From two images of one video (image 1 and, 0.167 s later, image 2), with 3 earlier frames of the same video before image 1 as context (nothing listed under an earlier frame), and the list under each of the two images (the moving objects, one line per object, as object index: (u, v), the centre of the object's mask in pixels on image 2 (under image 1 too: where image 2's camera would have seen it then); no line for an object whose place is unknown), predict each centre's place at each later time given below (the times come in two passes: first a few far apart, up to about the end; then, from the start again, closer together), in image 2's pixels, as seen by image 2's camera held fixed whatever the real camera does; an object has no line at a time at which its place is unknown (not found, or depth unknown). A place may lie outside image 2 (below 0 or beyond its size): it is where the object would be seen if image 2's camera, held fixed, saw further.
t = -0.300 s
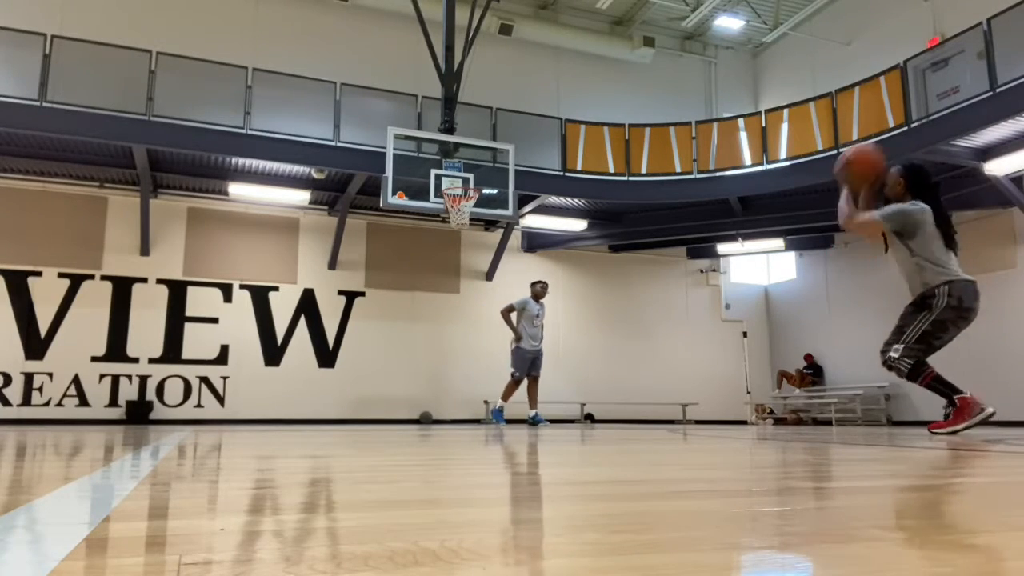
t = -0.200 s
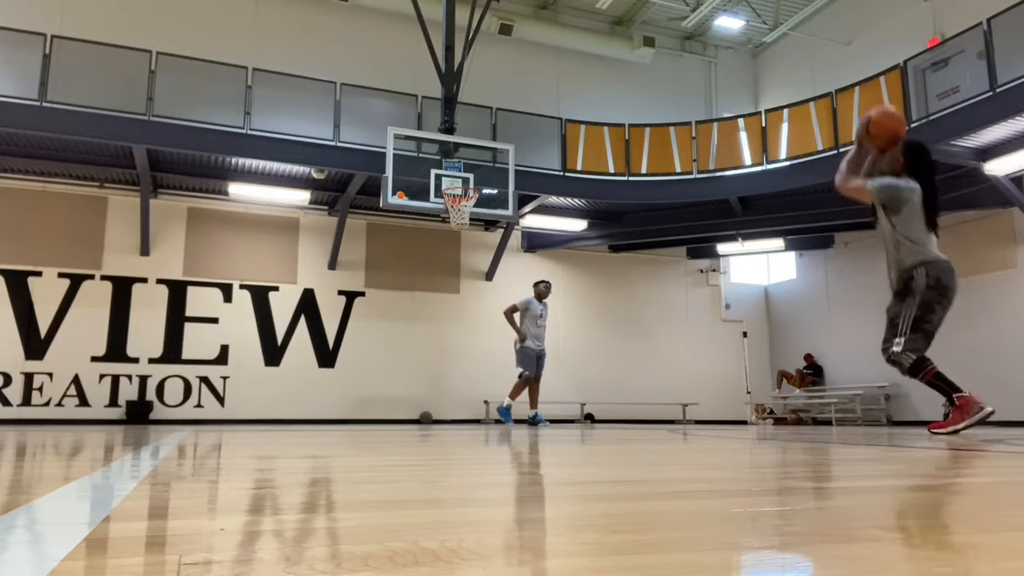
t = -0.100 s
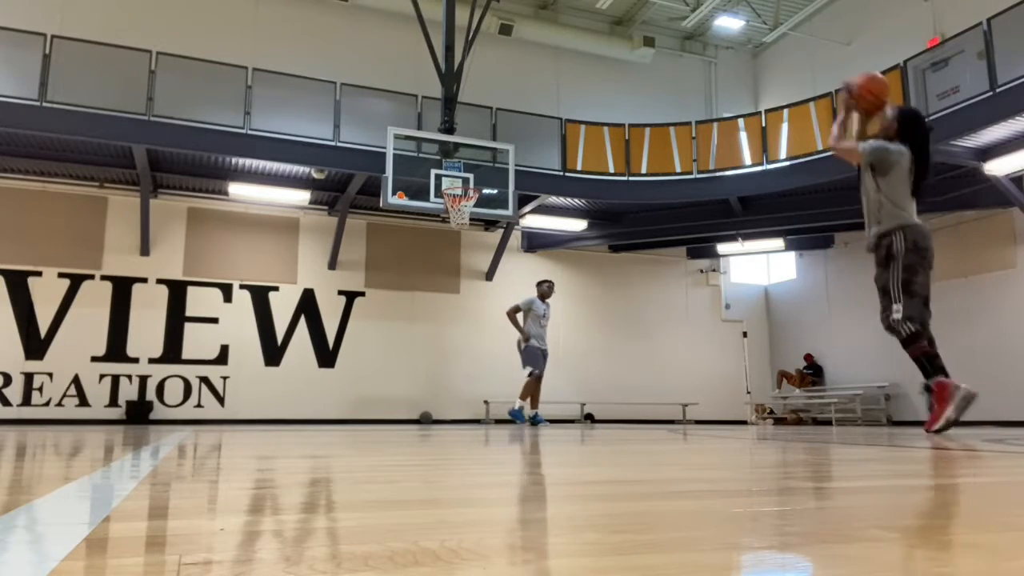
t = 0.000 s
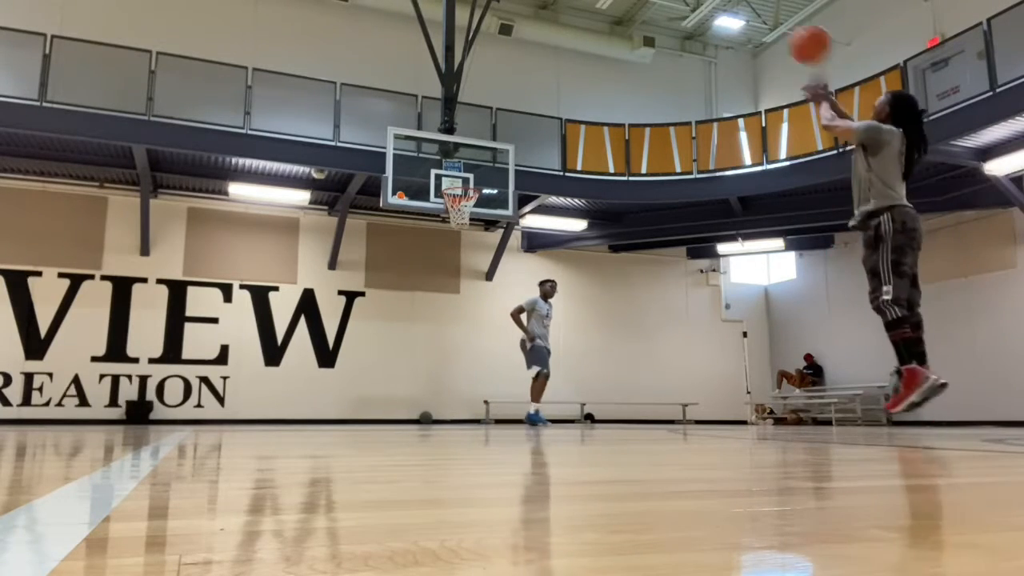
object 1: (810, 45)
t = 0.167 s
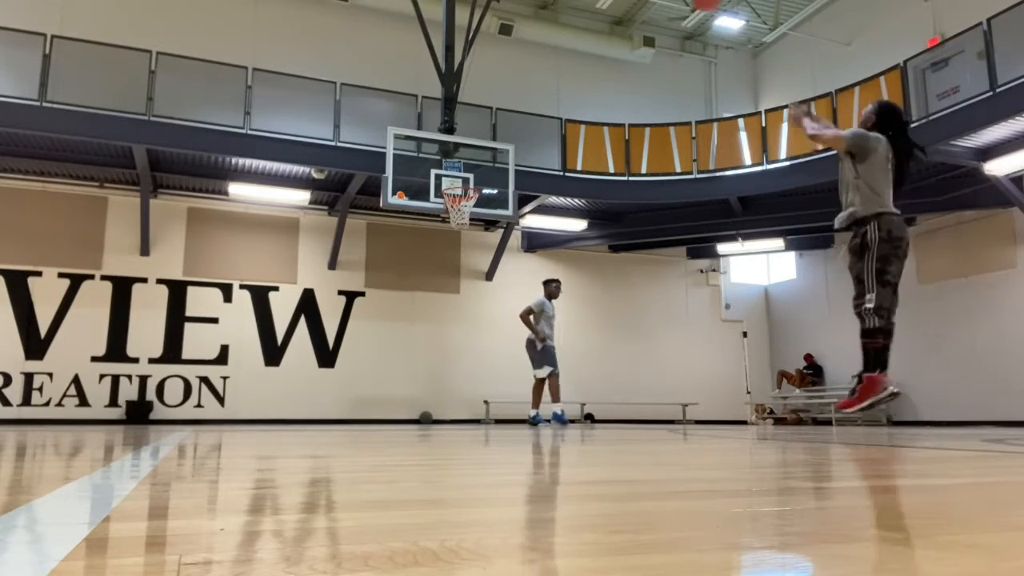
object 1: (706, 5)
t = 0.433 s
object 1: (600, 4)
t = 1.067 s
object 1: (466, 182)
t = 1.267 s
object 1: (459, 208)
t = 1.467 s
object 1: (463, 210)
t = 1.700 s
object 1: (461, 229)
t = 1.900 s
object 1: (451, 263)
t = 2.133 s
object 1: (440, 336)
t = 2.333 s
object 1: (431, 409)
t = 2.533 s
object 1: (422, 342)
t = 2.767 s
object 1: (412, 304)
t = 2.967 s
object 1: (402, 303)
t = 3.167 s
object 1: (393, 327)
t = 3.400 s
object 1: (381, 390)
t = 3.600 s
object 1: (374, 381)
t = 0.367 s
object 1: (622, 1)
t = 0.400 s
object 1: (611, 3)
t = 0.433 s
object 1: (600, 4)
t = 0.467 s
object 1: (590, 6)
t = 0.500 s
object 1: (580, 8)
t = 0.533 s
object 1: (571, 12)
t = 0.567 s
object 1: (562, 18)
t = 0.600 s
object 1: (553, 25)
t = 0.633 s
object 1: (545, 33)
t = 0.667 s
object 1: (538, 42)
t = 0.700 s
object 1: (531, 51)
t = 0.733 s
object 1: (524, 61)
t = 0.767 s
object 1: (517, 71)
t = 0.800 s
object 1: (510, 82)
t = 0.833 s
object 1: (504, 92)
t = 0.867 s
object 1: (498, 104)
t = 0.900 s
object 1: (492, 117)
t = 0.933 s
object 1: (487, 129)
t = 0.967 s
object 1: (481, 142)
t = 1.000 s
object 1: (476, 155)
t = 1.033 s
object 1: (471, 168)
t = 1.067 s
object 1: (466, 182)
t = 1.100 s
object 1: (461, 196)
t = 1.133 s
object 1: (456, 201)
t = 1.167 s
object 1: (454, 200)
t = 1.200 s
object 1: (455, 199)
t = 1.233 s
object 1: (456, 209)
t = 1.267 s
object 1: (459, 208)
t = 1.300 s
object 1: (458, 207)
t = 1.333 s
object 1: (459, 208)
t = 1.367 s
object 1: (460, 208)
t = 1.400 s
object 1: (461, 208)
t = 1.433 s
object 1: (463, 209)
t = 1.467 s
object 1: (463, 210)
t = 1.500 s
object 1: (464, 210)
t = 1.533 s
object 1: (464, 214)
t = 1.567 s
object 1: (464, 217)
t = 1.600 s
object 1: (463, 220)
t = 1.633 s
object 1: (463, 224)
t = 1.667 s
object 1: (462, 227)
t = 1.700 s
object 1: (461, 229)
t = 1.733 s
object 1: (458, 231)
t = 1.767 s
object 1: (457, 236)
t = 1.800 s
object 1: (456, 241)
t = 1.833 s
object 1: (454, 247)
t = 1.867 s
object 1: (453, 254)
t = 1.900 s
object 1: (451, 263)
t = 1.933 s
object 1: (449, 272)
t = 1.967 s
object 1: (447, 281)
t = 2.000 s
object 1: (446, 290)
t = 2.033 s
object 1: (444, 301)
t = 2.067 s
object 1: (443, 312)
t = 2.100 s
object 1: (441, 323)
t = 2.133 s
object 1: (440, 336)
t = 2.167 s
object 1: (439, 349)
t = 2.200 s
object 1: (437, 364)
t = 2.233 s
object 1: (435, 380)
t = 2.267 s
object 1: (434, 396)
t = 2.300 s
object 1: (432, 413)
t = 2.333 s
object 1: (431, 409)
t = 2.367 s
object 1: (430, 396)
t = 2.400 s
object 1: (428, 383)
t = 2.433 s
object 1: (427, 372)
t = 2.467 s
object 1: (425, 361)
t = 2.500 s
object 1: (424, 351)
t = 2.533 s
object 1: (422, 342)
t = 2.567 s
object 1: (421, 334)
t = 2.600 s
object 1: (419, 327)
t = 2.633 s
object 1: (418, 321)
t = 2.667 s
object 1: (416, 316)
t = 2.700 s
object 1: (415, 311)
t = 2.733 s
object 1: (413, 307)
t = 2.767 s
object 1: (412, 304)
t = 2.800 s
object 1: (410, 302)
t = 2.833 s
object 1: (409, 301)
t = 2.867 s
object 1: (407, 300)
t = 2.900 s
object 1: (406, 300)
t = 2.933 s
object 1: (404, 301)
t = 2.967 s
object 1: (402, 303)
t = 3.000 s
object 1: (401, 305)
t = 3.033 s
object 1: (399, 308)
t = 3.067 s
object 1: (398, 312)
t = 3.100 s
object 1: (396, 316)
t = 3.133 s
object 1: (394, 322)
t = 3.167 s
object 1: (393, 327)
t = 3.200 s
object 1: (391, 334)
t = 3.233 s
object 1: (389, 342)
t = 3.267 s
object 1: (387, 350)
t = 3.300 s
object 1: (386, 359)
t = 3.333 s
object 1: (384, 369)
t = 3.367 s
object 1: (382, 379)
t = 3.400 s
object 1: (381, 390)
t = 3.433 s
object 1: (379, 403)
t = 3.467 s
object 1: (377, 416)
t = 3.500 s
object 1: (376, 408)
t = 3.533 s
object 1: (376, 398)
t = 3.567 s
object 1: (375, 389)
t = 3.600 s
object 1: (374, 381)
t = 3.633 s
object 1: (374, 373)
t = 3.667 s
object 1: (373, 367)
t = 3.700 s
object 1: (372, 361)
